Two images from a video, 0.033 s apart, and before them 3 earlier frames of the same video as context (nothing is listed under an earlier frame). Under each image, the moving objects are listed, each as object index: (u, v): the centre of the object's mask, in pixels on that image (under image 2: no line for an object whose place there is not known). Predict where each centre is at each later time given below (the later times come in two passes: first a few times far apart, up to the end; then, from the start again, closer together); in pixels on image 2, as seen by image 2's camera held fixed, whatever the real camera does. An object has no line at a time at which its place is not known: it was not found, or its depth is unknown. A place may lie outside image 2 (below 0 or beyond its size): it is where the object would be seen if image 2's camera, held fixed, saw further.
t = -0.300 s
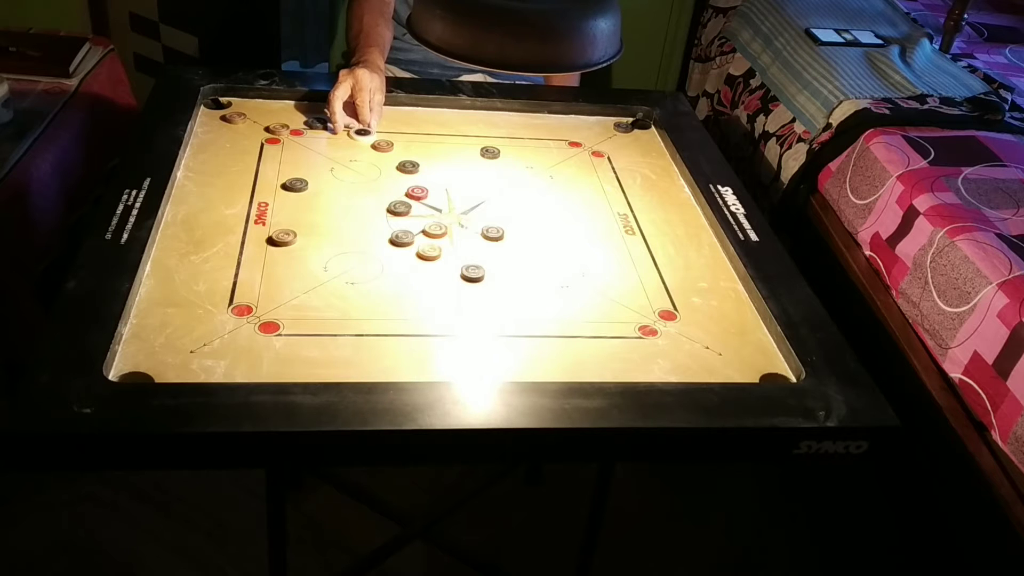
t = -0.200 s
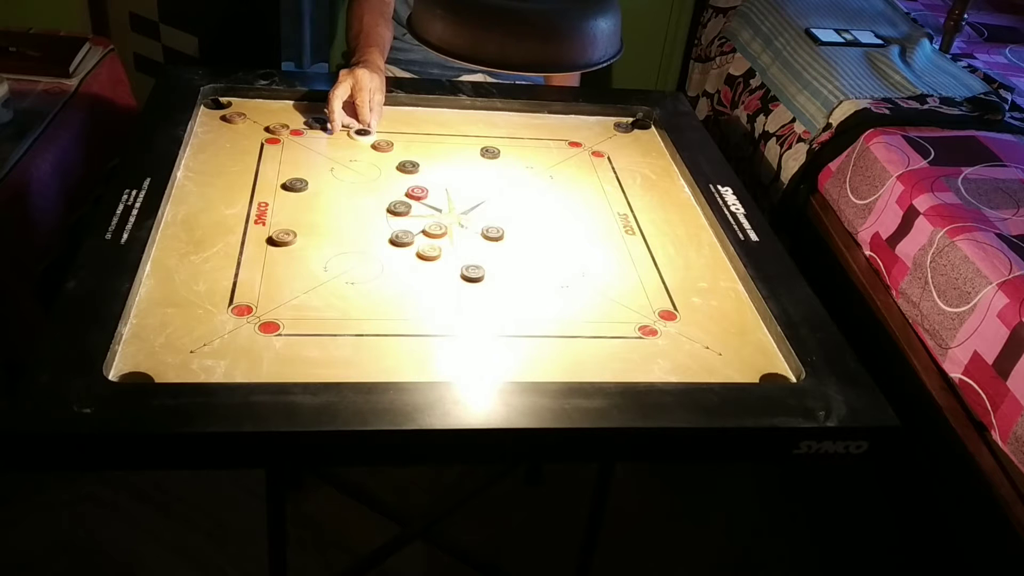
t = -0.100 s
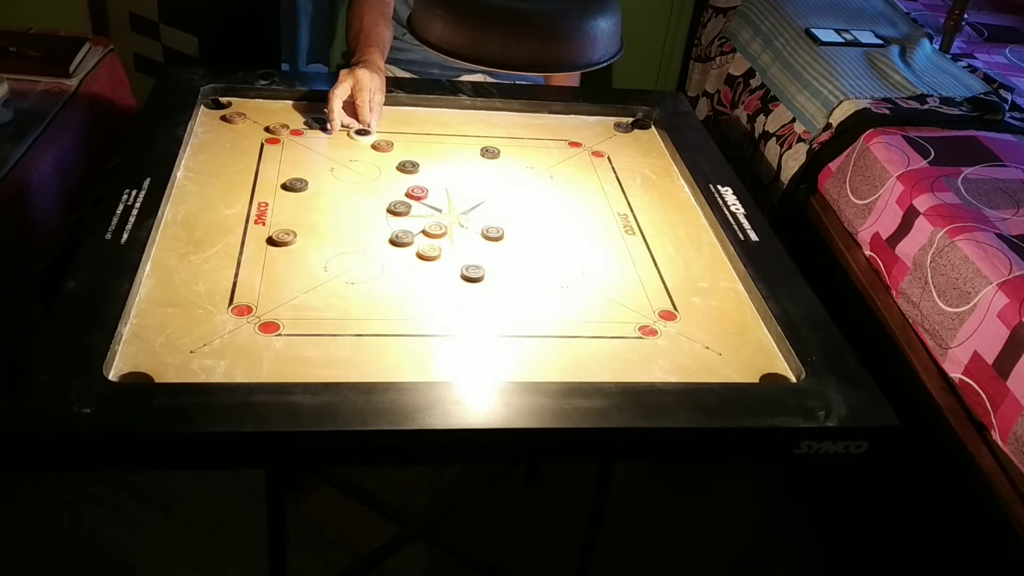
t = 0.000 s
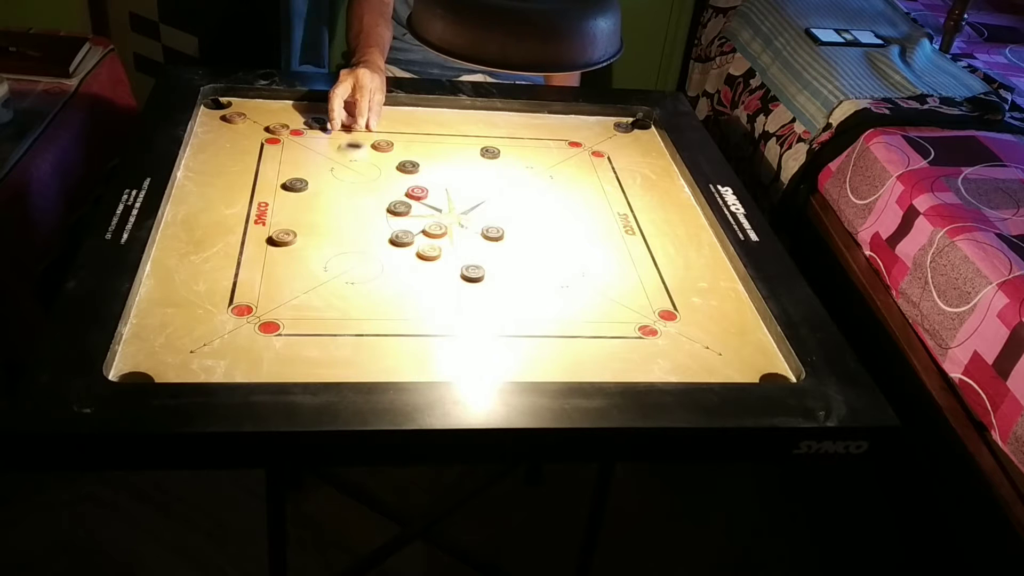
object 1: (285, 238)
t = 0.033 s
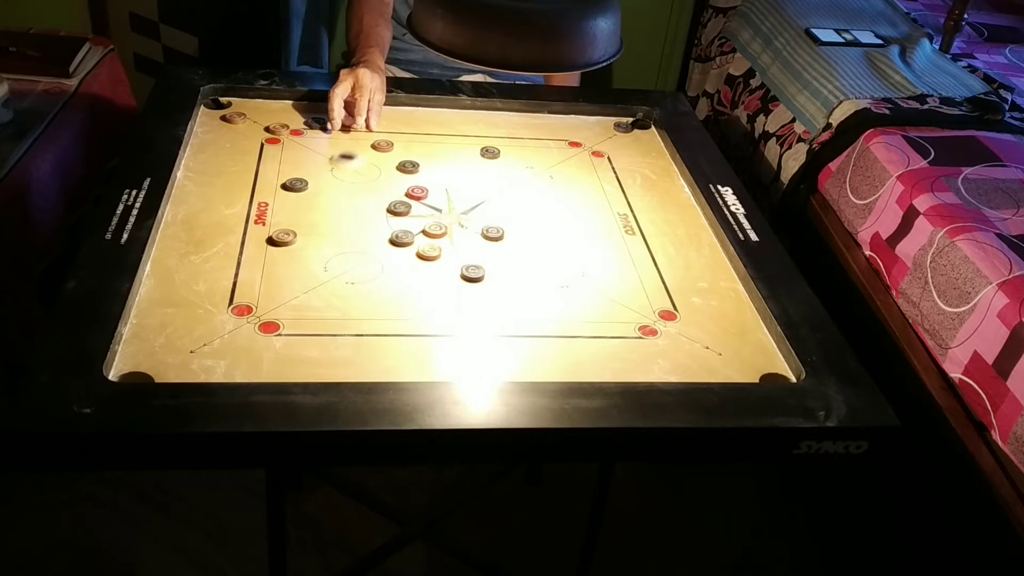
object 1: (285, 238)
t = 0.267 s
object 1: (280, 240)
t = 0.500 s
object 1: (162, 342)
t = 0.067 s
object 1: (285, 238)
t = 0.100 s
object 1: (285, 238)
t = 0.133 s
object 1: (285, 238)
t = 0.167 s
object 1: (285, 238)
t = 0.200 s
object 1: (285, 238)
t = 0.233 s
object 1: (285, 238)
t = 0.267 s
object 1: (280, 240)
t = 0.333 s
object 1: (247, 269)
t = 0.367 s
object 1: (229, 285)
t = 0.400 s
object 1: (212, 299)
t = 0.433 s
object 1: (195, 313)
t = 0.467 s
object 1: (178, 328)
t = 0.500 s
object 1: (162, 342)
